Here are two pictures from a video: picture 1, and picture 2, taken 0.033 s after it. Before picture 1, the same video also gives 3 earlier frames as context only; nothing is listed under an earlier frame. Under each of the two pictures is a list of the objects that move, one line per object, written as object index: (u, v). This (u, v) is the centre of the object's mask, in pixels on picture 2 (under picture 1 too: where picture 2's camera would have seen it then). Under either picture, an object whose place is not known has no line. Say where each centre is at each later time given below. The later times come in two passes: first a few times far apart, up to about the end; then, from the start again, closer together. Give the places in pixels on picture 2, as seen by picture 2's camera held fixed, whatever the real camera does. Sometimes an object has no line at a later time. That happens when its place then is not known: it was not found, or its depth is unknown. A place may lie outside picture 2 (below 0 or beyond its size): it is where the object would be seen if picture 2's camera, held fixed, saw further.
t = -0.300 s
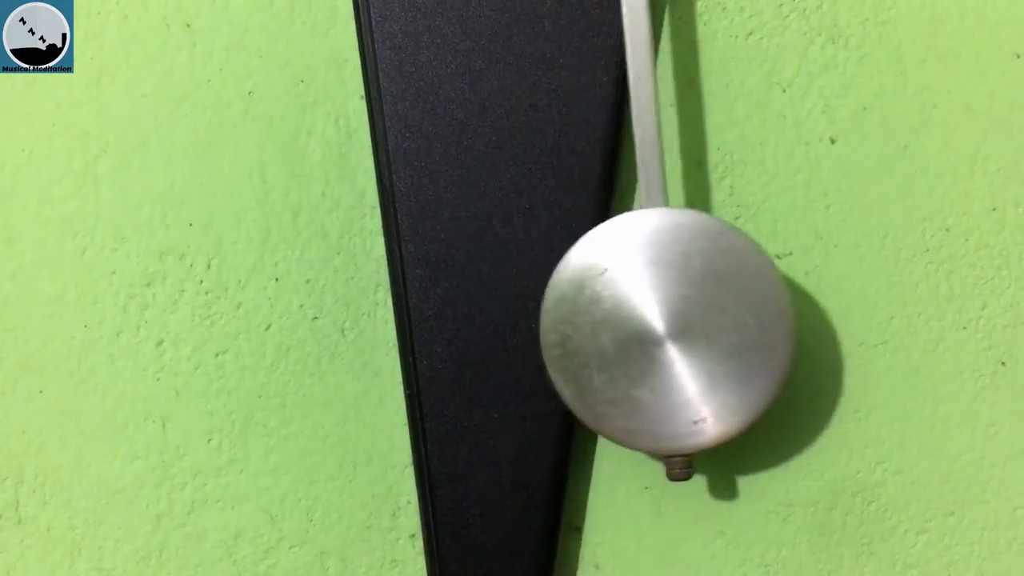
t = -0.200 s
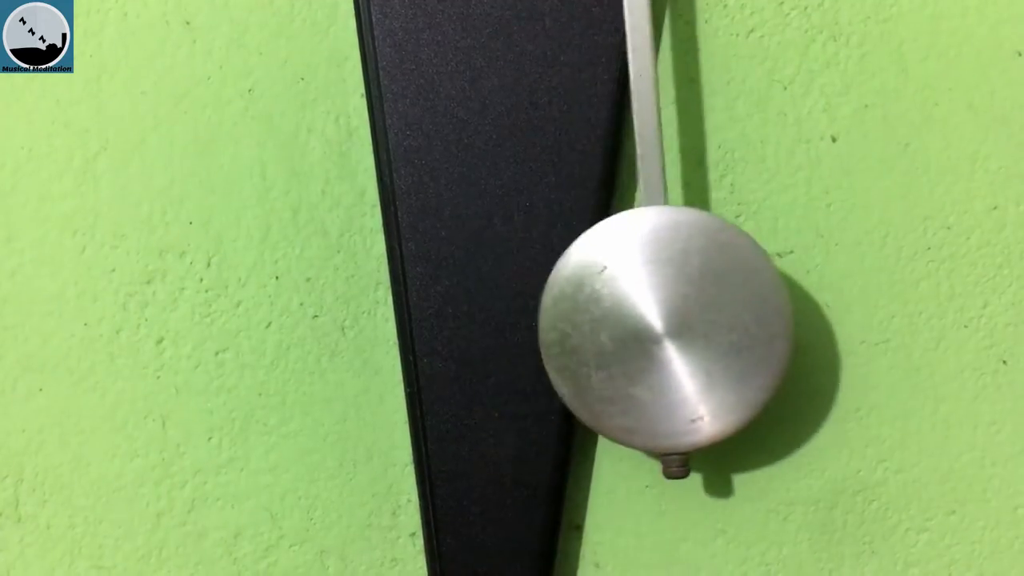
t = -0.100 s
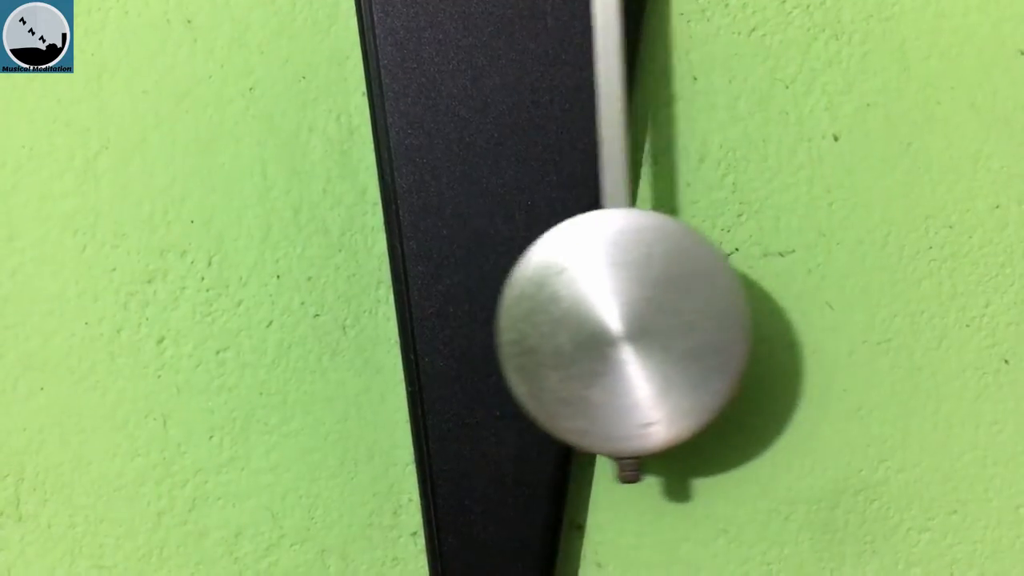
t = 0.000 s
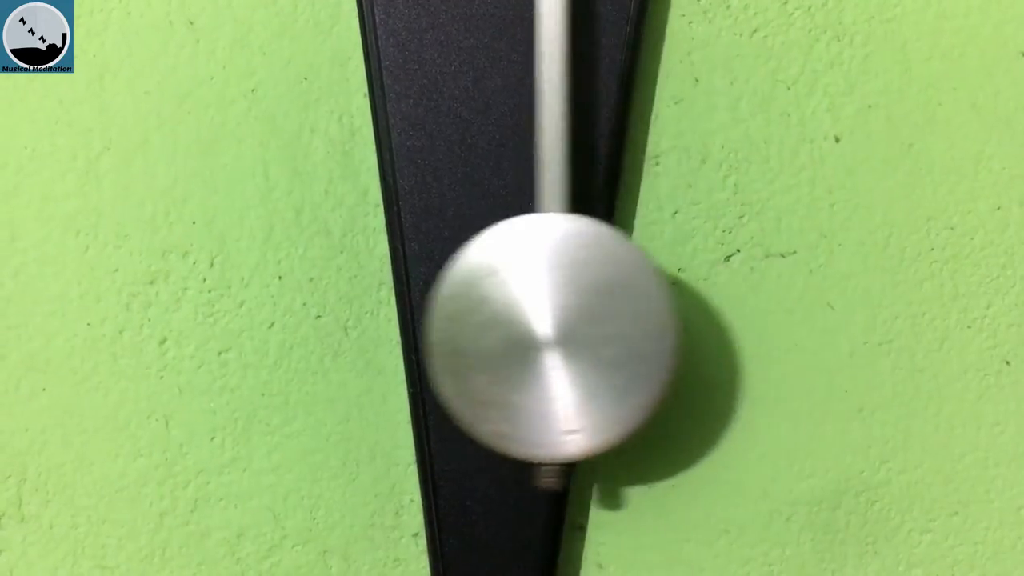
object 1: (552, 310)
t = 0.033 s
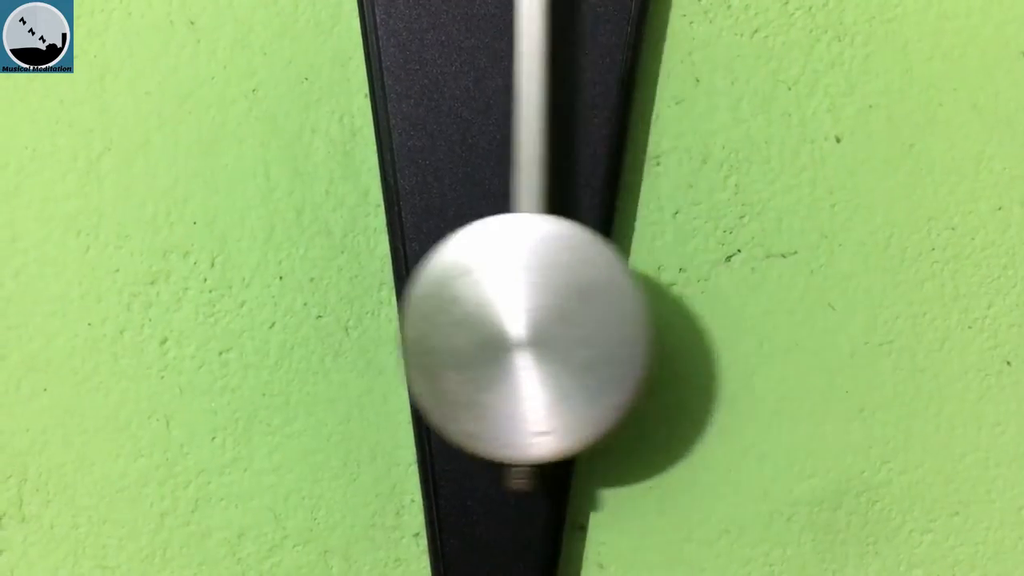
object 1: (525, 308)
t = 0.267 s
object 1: (375, 310)
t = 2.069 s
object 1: (676, 309)
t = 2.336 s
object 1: (564, 308)
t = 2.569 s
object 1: (403, 302)
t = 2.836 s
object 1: (419, 307)
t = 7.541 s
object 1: (410, 308)
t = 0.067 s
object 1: (500, 309)
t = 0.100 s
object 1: (473, 308)
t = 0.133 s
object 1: (448, 307)
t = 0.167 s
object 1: (425, 308)
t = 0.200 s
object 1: (404, 309)
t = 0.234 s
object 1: (387, 310)
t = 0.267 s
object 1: (375, 310)
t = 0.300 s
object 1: (366, 311)
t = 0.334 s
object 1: (364, 311)
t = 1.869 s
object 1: (577, 308)
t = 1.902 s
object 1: (602, 308)
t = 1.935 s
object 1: (624, 308)
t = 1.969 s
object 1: (643, 308)
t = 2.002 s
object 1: (659, 309)
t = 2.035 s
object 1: (670, 308)
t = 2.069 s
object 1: (676, 309)
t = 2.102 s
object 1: (677, 309)
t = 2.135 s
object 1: (674, 309)
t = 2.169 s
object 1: (665, 309)
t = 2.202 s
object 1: (651, 309)
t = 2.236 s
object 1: (634, 309)
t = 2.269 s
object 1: (613, 309)
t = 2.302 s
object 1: (590, 309)
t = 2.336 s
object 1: (564, 308)
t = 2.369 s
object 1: (538, 308)
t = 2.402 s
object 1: (513, 307)
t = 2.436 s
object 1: (487, 306)
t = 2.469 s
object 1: (463, 305)
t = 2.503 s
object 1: (441, 305)
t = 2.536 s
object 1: (420, 304)
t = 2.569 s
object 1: (403, 302)
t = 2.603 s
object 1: (389, 302)
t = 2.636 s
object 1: (380, 301)
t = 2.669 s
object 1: (375, 300)
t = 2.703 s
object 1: (374, 304)
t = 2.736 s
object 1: (378, 306)
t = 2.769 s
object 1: (387, 307)
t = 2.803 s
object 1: (401, 307)
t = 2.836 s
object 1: (419, 307)
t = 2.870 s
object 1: (440, 308)
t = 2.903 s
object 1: (463, 309)
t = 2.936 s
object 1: (488, 310)
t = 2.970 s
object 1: (514, 309)
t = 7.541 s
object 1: (410, 308)
